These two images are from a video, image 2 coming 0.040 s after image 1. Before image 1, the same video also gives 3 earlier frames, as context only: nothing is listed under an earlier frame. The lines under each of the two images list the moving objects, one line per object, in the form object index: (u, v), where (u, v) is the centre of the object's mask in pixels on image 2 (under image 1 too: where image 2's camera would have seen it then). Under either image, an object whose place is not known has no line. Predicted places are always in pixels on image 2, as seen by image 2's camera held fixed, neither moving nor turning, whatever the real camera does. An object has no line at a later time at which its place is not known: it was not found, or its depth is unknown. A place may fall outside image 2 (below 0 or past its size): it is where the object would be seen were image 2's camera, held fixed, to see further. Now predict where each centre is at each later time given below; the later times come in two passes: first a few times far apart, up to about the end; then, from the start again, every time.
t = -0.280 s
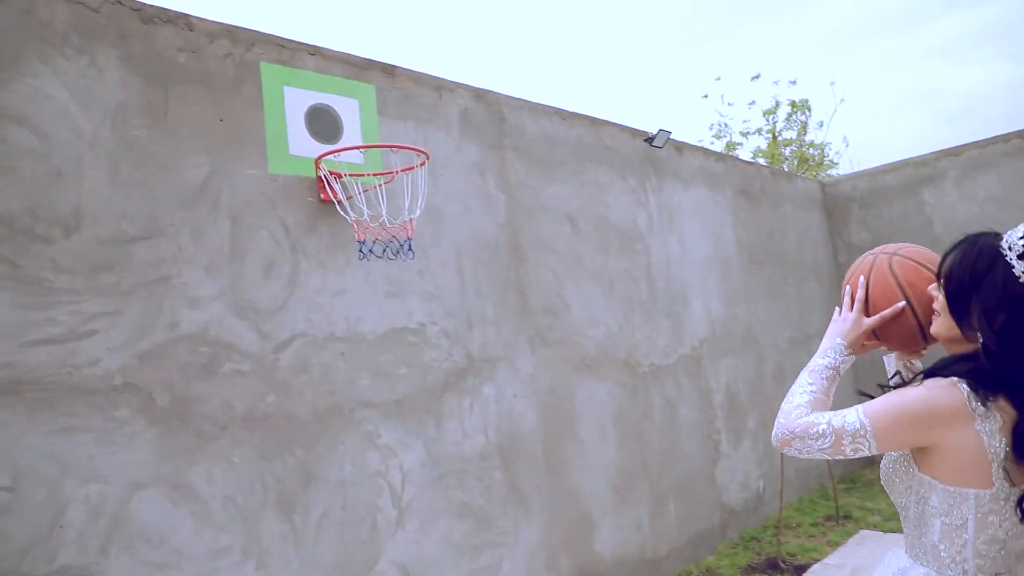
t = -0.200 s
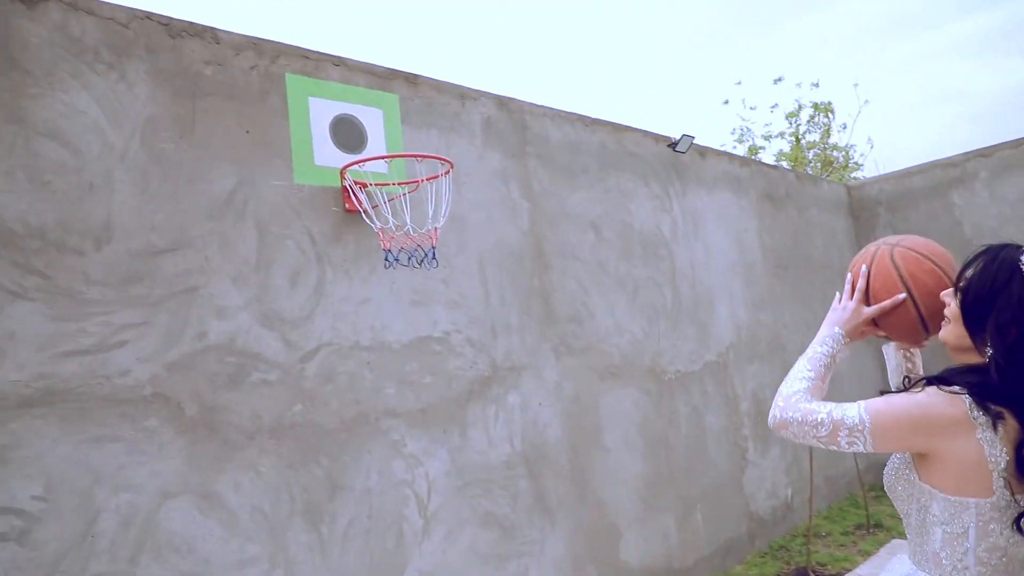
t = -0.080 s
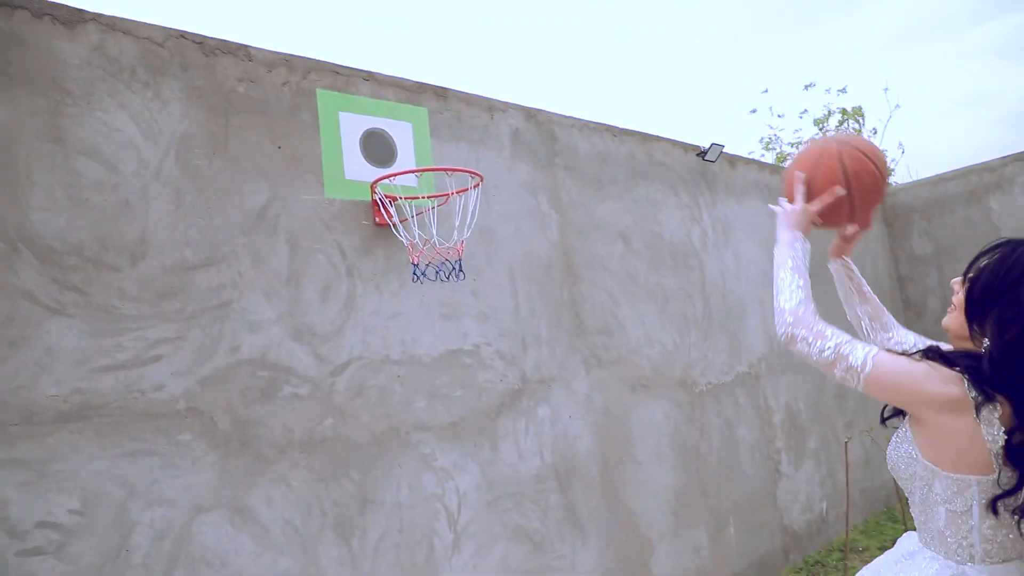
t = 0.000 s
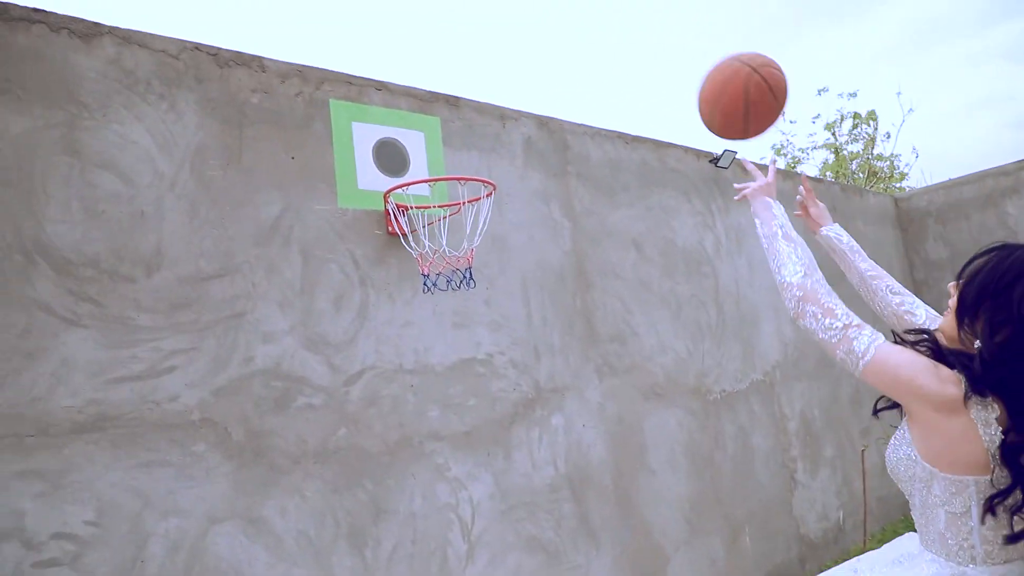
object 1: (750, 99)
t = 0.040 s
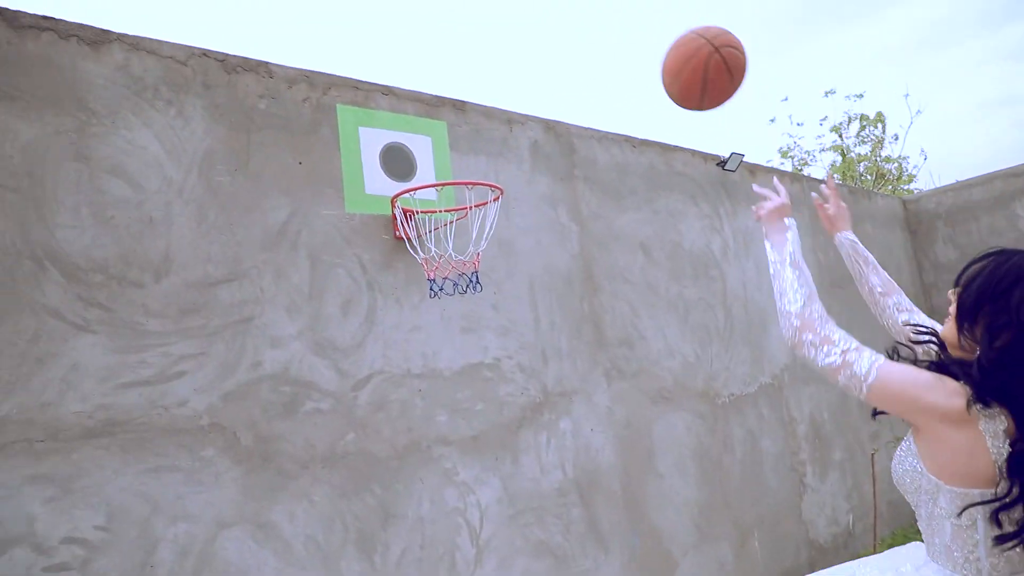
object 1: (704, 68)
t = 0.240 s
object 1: (536, 14)
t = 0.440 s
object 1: (434, 56)
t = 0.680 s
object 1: (408, 153)
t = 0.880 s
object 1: (494, 134)
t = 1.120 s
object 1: (610, 173)
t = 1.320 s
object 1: (728, 310)
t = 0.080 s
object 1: (662, 44)
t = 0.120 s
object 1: (626, 28)
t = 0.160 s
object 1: (593, 20)
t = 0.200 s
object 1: (563, 15)
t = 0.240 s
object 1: (536, 14)
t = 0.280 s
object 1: (512, 15)
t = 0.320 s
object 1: (490, 18)
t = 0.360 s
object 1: (470, 28)
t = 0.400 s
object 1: (451, 41)
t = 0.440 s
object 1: (434, 56)
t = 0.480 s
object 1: (418, 74)
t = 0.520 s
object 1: (403, 95)
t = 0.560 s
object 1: (390, 116)
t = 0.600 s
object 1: (383, 137)
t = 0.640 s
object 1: (395, 143)
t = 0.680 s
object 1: (408, 153)
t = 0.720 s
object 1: (423, 163)
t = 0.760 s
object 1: (440, 161)
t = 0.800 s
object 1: (458, 149)
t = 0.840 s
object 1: (476, 140)
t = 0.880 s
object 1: (494, 134)
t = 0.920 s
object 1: (512, 132)
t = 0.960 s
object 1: (530, 134)
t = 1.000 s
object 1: (549, 138)
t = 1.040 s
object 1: (569, 147)
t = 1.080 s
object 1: (588, 158)
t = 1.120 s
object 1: (610, 173)
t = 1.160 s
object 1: (631, 192)
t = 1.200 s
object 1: (654, 215)
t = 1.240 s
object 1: (678, 242)
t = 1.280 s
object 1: (700, 274)
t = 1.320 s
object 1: (728, 310)
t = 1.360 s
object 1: (752, 350)
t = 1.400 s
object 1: (778, 395)
